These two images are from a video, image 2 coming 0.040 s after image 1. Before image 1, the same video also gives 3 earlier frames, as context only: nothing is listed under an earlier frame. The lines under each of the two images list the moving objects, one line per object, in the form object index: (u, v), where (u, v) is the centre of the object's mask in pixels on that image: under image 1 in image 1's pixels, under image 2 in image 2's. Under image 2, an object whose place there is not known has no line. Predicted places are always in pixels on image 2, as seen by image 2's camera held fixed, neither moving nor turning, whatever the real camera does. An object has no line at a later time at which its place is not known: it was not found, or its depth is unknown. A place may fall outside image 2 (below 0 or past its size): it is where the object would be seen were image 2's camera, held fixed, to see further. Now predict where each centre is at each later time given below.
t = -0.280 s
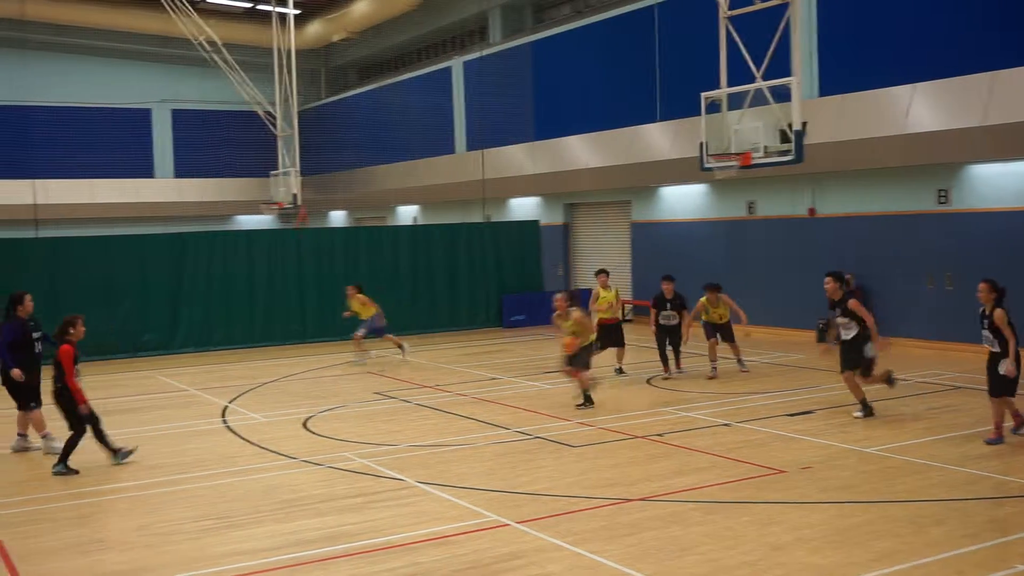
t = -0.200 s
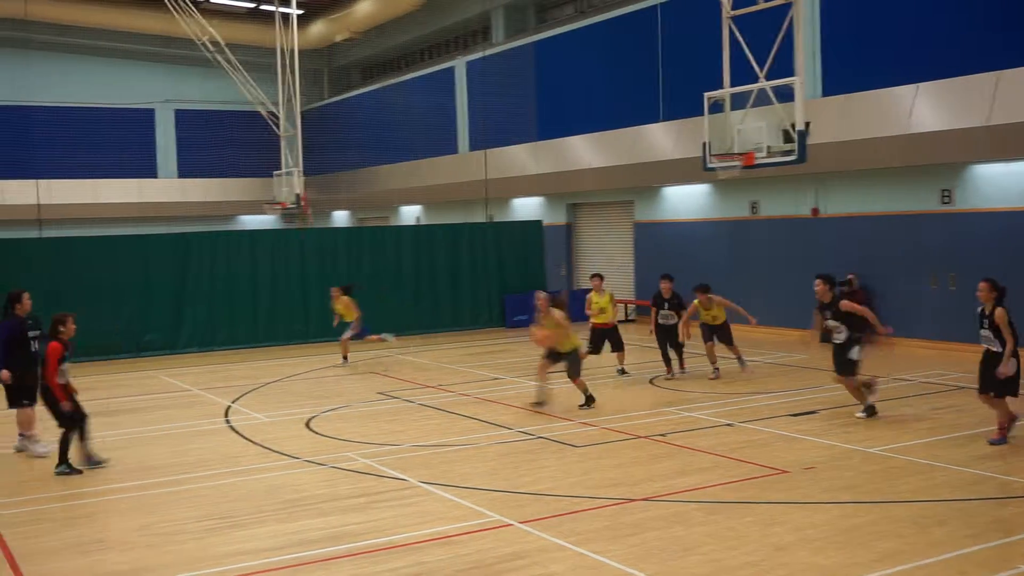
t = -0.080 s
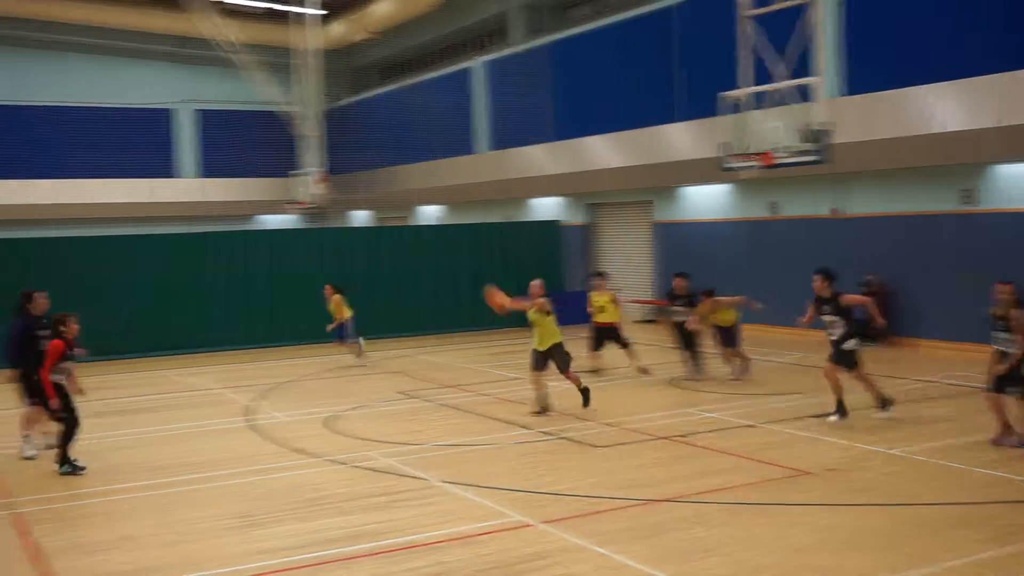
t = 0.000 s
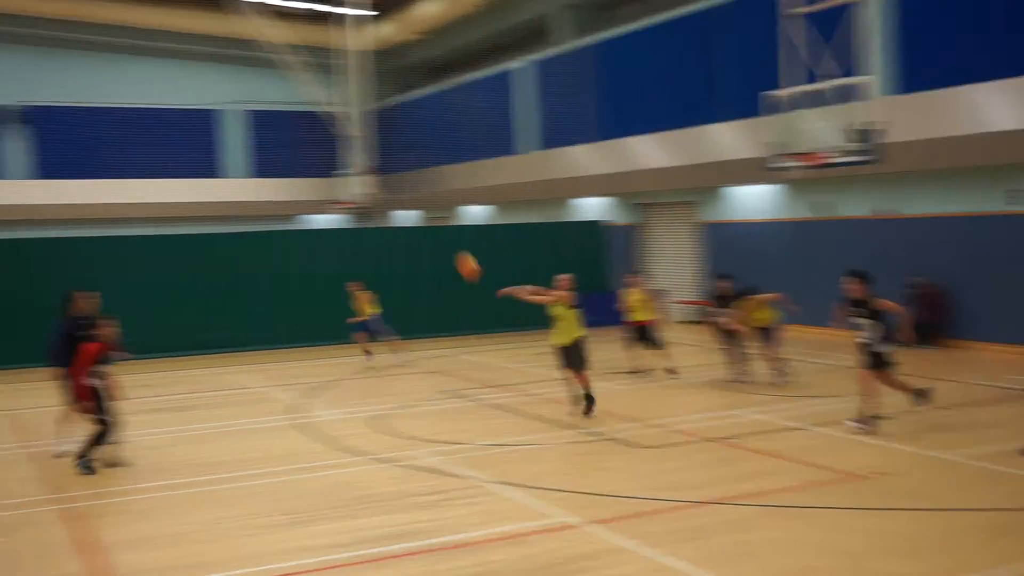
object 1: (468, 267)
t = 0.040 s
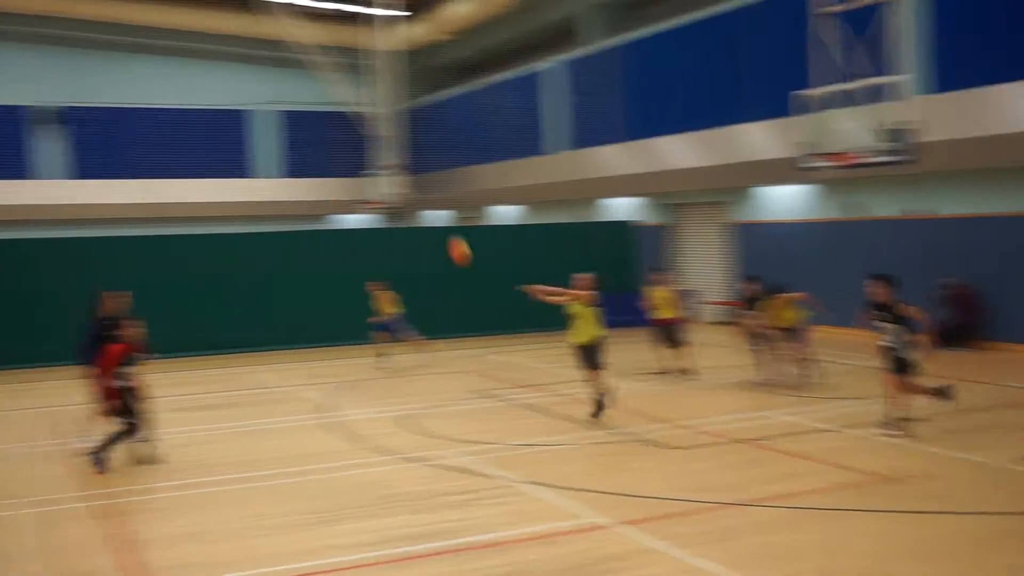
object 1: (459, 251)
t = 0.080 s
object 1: (420, 238)
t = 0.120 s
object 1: (384, 223)
